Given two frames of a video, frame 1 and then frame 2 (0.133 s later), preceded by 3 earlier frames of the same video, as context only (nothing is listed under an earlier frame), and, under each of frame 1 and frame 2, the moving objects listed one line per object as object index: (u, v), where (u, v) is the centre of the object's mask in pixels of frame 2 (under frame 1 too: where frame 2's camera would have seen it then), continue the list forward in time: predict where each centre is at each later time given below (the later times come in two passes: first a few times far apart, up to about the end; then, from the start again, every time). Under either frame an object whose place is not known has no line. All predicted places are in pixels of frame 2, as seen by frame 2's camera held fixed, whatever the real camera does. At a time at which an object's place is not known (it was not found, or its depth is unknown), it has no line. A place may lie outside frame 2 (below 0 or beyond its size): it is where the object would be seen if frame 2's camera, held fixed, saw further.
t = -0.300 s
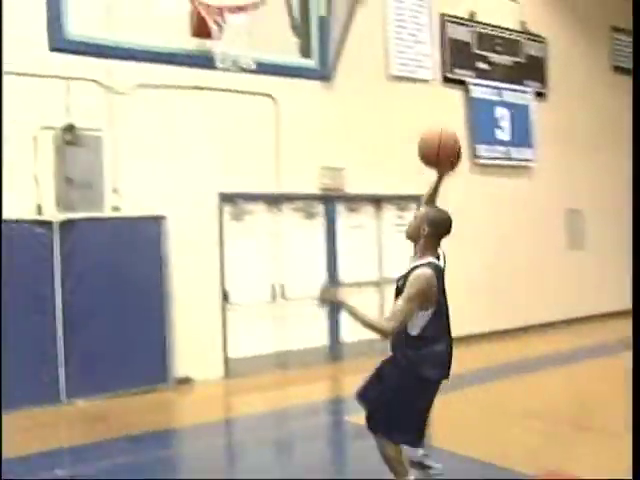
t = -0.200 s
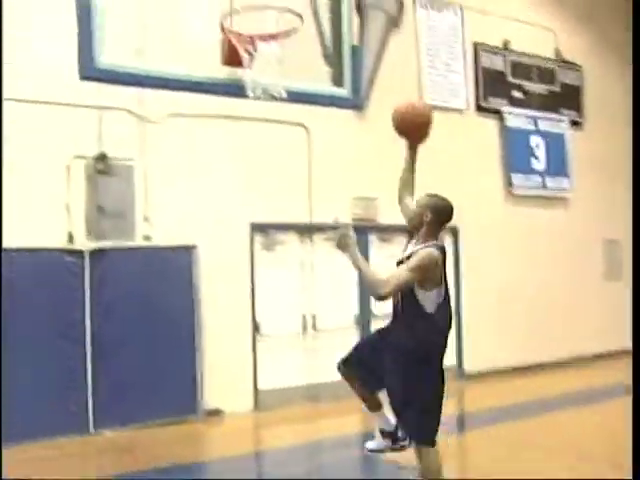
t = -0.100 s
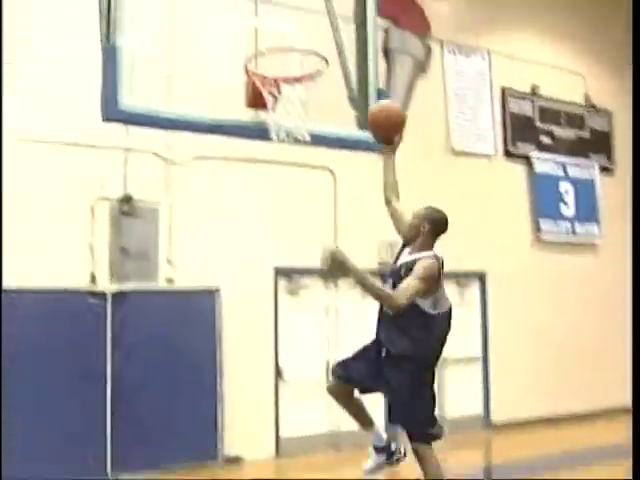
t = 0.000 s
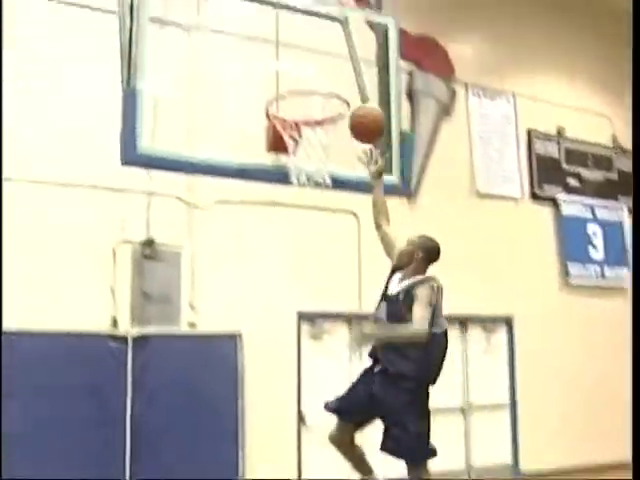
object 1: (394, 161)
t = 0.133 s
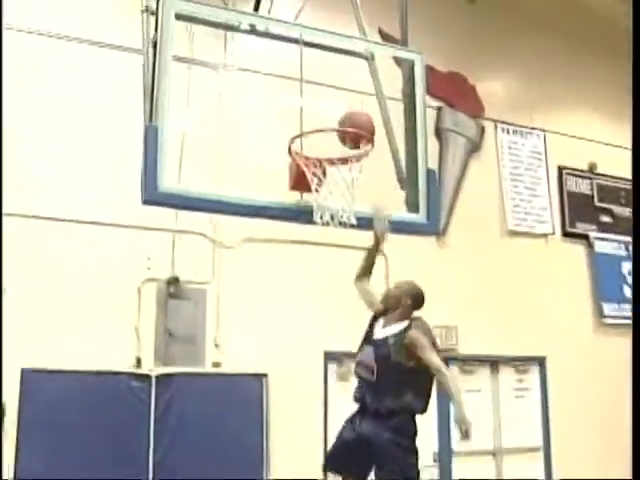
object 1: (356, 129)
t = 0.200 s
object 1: (354, 118)
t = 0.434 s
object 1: (340, 125)
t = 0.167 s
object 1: (355, 123)
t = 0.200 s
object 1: (354, 118)
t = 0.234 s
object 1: (353, 113)
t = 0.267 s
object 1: (353, 112)
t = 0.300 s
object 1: (352, 112)
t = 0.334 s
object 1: (351, 115)
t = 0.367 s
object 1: (350, 120)
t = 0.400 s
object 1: (347, 123)
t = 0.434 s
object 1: (340, 125)
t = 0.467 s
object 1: (332, 128)
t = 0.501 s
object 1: (325, 132)
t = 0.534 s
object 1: (317, 139)
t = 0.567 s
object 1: (311, 151)
